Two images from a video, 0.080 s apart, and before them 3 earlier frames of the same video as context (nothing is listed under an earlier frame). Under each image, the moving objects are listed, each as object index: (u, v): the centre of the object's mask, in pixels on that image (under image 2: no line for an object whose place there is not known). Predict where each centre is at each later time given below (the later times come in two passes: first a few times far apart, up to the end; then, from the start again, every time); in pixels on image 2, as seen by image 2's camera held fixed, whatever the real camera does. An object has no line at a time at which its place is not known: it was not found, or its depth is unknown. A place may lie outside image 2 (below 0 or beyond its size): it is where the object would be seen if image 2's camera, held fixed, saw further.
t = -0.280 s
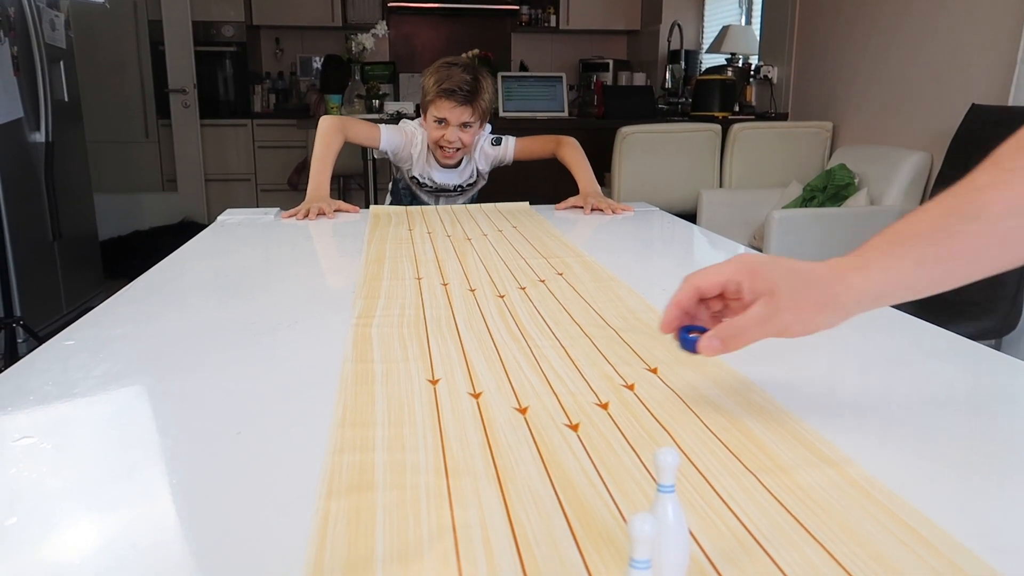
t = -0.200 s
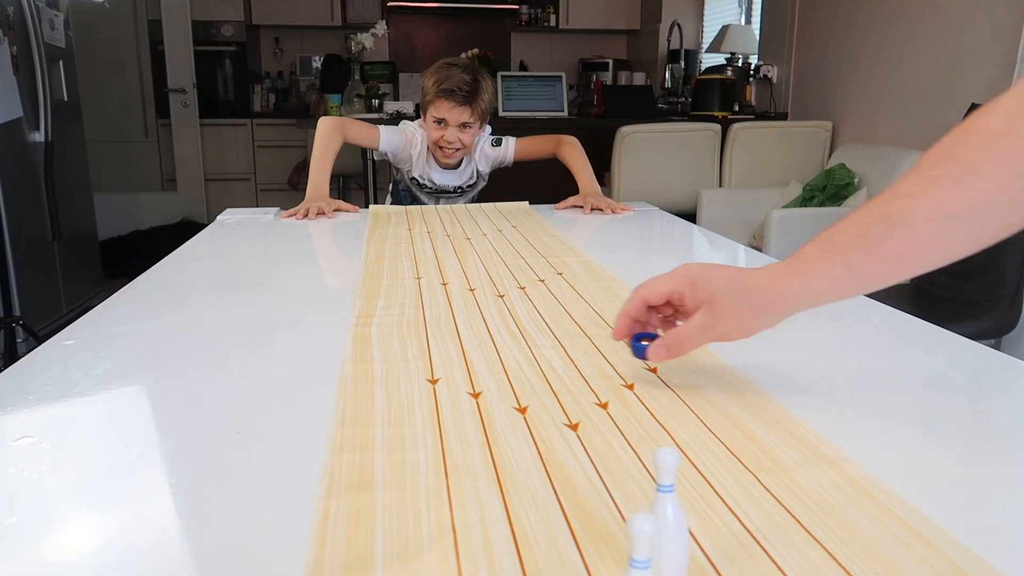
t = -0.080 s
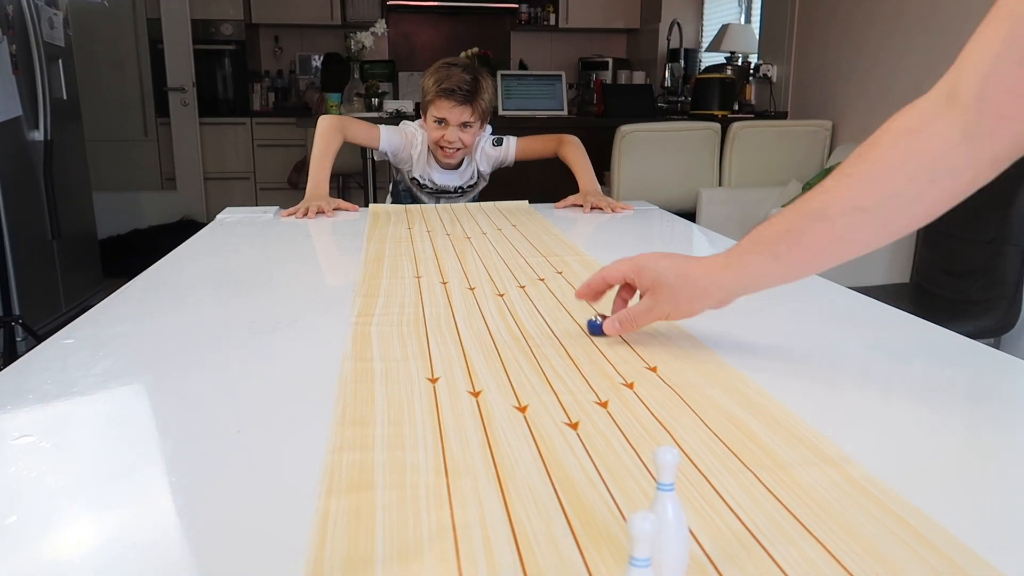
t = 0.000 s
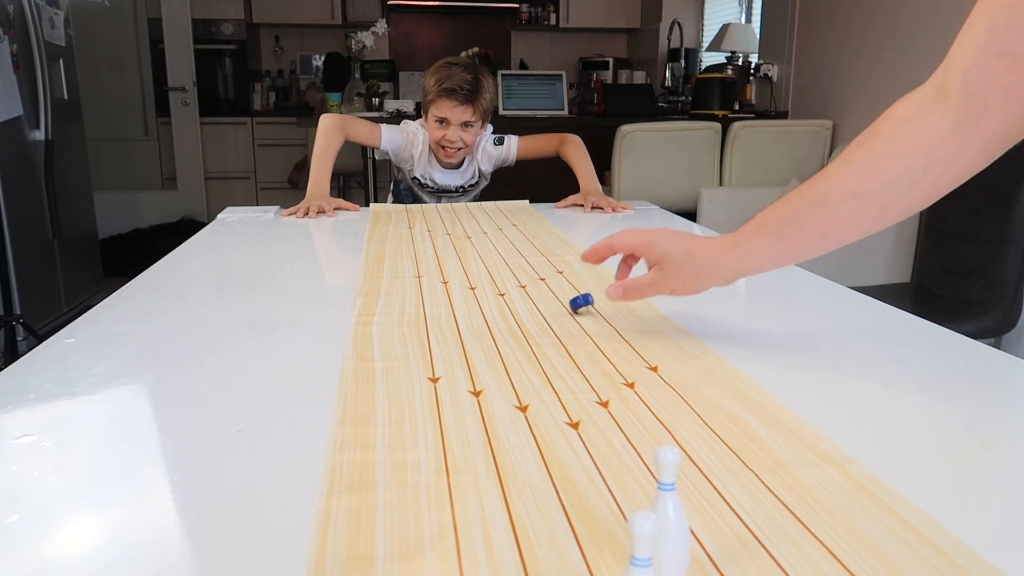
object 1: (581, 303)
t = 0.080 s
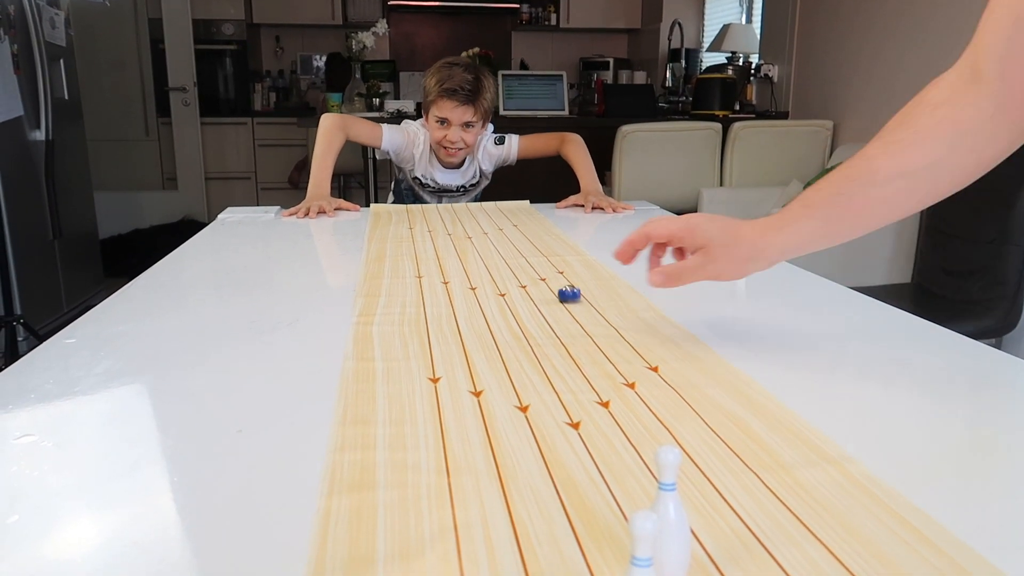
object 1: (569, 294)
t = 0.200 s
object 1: (556, 281)
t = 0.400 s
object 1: (542, 270)
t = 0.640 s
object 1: (529, 259)
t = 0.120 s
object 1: (563, 285)
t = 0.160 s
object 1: (560, 281)
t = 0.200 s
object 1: (556, 281)
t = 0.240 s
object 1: (553, 278)
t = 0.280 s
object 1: (551, 276)
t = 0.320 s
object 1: (548, 275)
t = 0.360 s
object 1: (545, 271)
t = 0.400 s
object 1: (542, 270)
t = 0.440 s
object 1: (540, 268)
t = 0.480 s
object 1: (537, 266)
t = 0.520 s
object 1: (535, 264)
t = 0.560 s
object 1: (533, 262)
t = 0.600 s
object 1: (531, 261)
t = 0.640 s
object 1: (529, 259)
